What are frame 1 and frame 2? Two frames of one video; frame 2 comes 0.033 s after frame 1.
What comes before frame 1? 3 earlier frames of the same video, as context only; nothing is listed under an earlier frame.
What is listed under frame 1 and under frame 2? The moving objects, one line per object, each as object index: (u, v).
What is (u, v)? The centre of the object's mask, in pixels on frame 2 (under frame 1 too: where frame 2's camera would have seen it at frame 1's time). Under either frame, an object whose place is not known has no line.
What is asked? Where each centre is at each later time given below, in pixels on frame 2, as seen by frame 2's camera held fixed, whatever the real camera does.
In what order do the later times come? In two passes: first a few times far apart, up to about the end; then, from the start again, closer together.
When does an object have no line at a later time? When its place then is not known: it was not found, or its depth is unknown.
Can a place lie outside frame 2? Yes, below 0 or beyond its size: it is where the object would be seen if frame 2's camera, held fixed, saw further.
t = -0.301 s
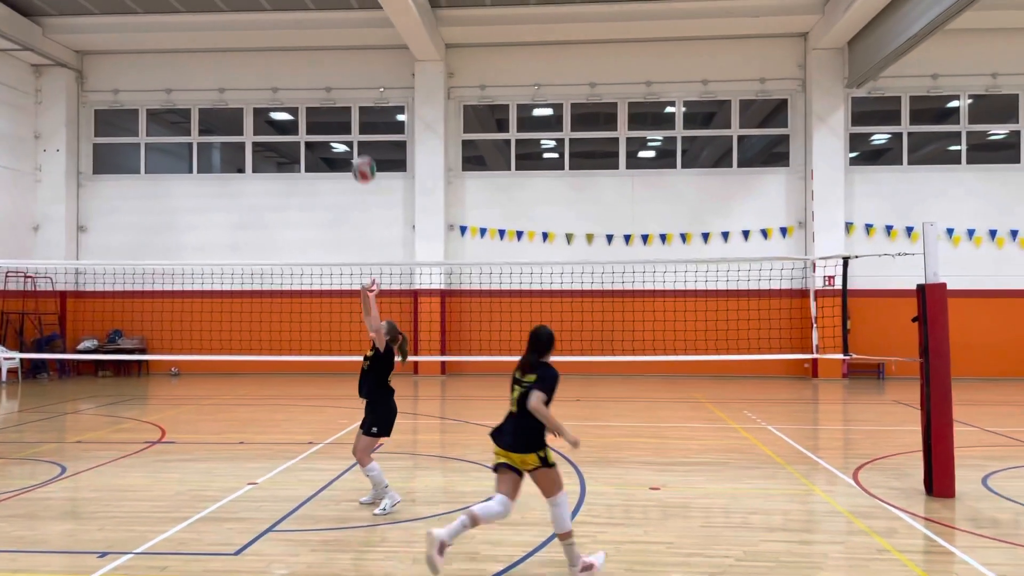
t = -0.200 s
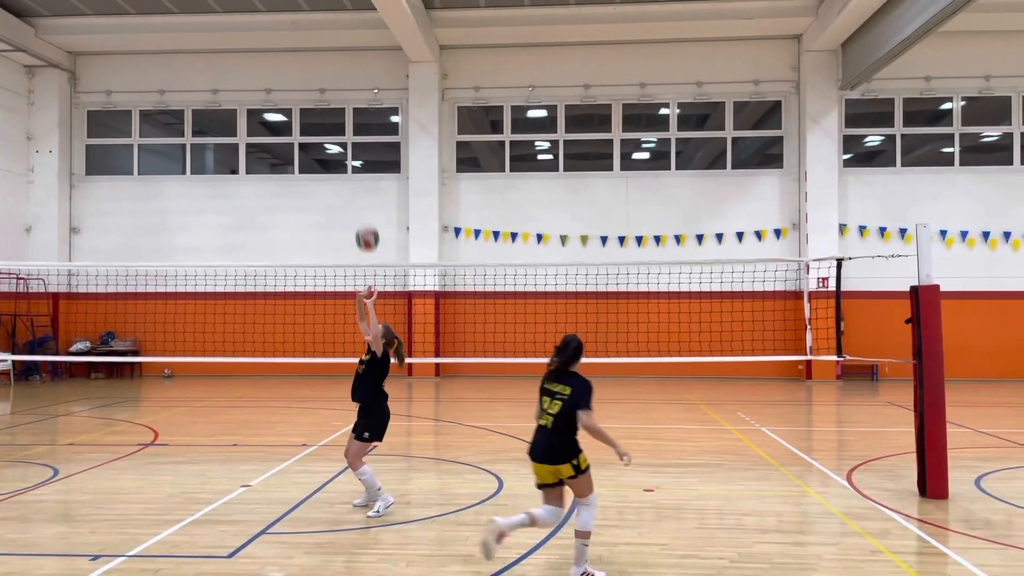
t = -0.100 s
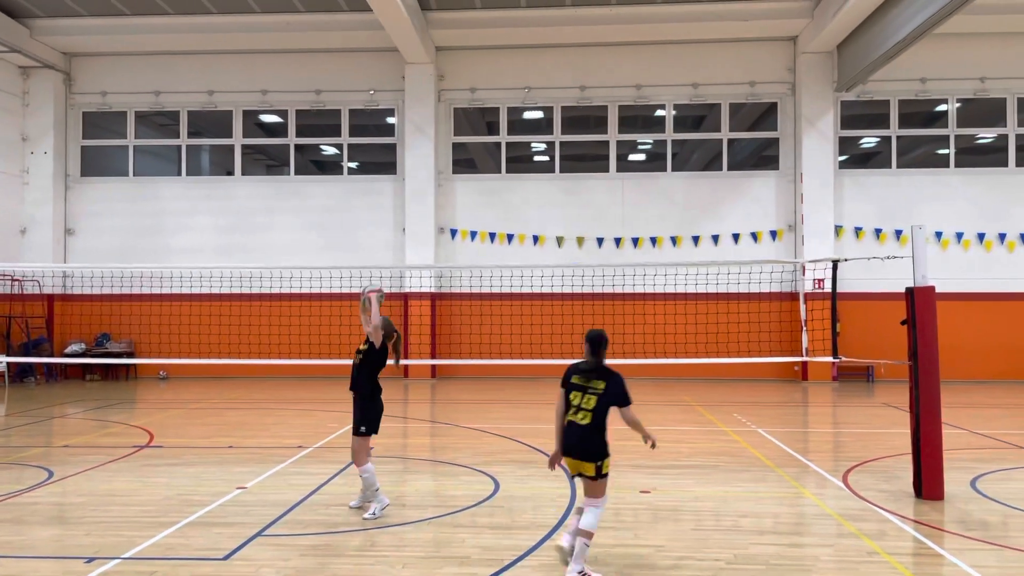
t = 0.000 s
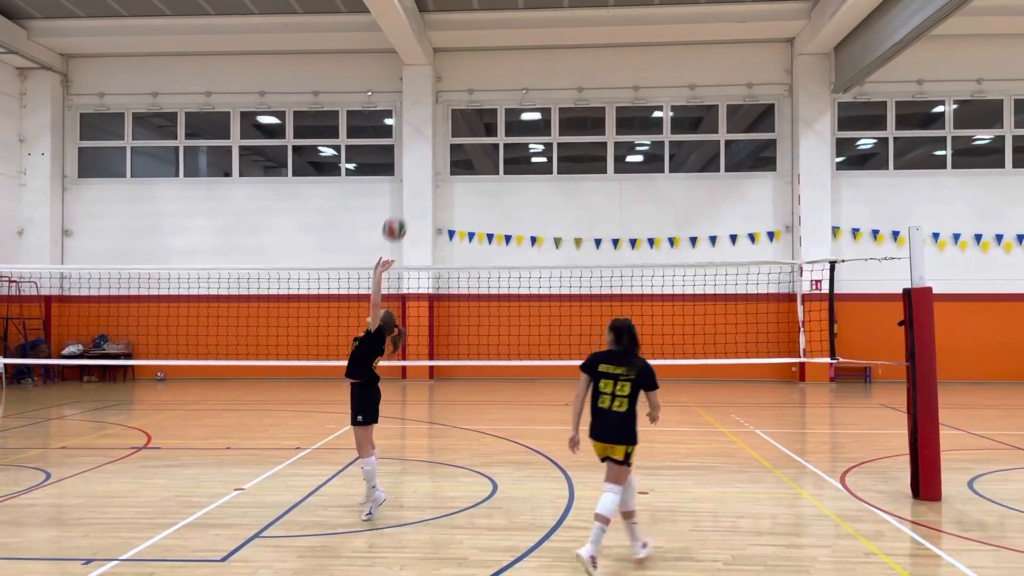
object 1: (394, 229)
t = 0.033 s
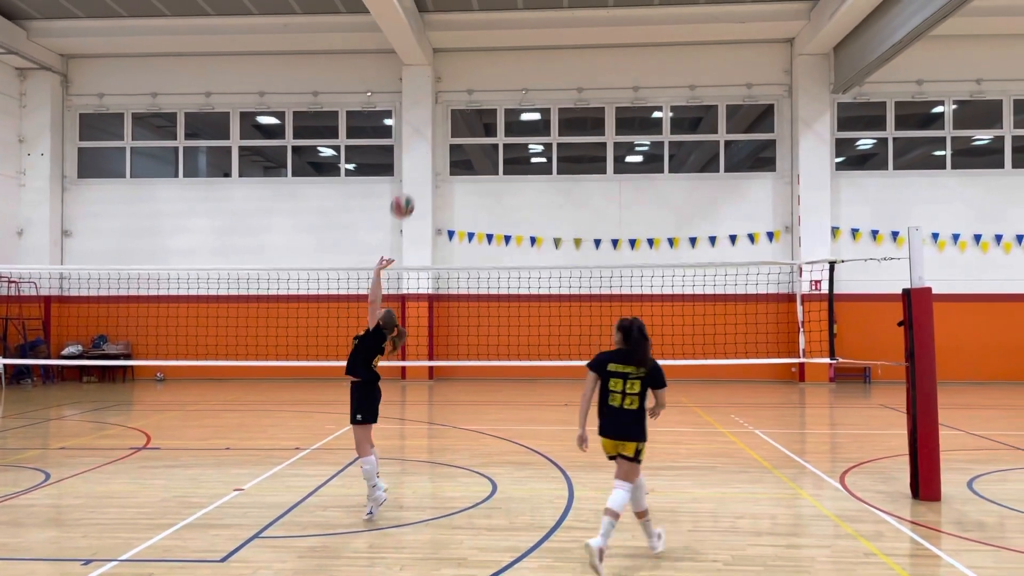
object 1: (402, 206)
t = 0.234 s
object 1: (450, 94)
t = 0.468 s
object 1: (503, 22)
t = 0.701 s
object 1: (554, 13)
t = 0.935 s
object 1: (603, 63)
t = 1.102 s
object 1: (636, 132)
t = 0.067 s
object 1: (410, 185)
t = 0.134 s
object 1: (427, 145)
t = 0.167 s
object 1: (434, 127)
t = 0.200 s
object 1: (443, 111)
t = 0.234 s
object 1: (450, 94)
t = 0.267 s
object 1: (459, 80)
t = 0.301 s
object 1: (466, 67)
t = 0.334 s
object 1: (473, 55)
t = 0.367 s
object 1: (481, 45)
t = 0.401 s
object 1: (488, 37)
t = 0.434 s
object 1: (496, 29)
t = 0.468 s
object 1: (503, 22)
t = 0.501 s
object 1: (510, 17)
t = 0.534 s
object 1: (518, 13)
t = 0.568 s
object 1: (525, 10)
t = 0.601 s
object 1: (532, 9)
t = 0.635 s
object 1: (540, 9)
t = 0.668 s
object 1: (547, 10)
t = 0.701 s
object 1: (554, 13)
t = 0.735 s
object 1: (561, 17)
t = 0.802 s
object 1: (575, 28)
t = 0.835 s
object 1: (582, 35)
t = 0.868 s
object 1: (590, 43)
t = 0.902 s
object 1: (596, 52)
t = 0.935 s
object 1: (603, 63)
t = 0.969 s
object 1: (610, 74)
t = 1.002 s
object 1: (617, 88)
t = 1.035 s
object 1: (624, 102)
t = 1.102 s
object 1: (636, 132)
